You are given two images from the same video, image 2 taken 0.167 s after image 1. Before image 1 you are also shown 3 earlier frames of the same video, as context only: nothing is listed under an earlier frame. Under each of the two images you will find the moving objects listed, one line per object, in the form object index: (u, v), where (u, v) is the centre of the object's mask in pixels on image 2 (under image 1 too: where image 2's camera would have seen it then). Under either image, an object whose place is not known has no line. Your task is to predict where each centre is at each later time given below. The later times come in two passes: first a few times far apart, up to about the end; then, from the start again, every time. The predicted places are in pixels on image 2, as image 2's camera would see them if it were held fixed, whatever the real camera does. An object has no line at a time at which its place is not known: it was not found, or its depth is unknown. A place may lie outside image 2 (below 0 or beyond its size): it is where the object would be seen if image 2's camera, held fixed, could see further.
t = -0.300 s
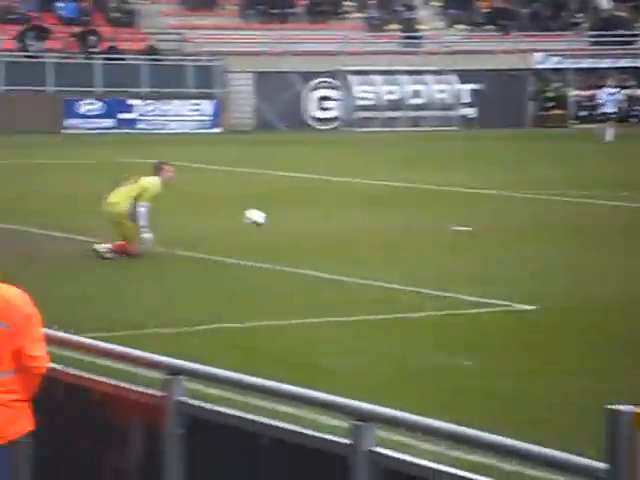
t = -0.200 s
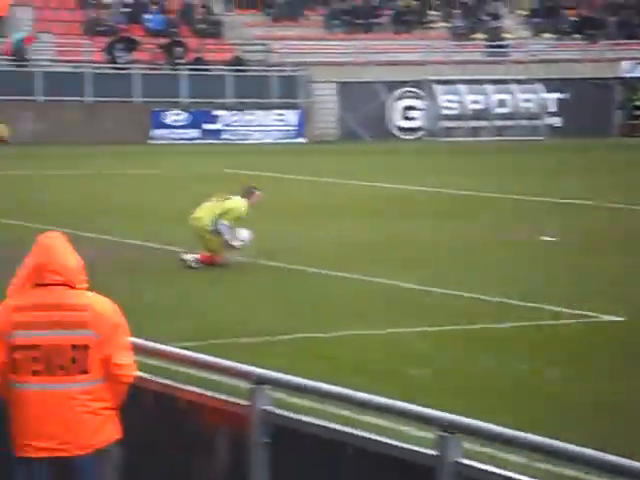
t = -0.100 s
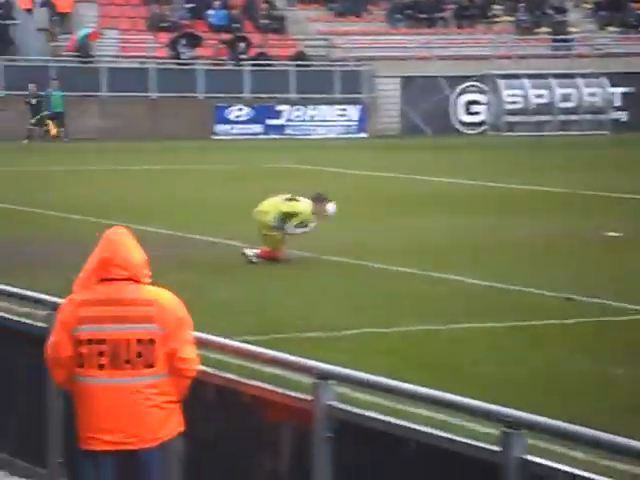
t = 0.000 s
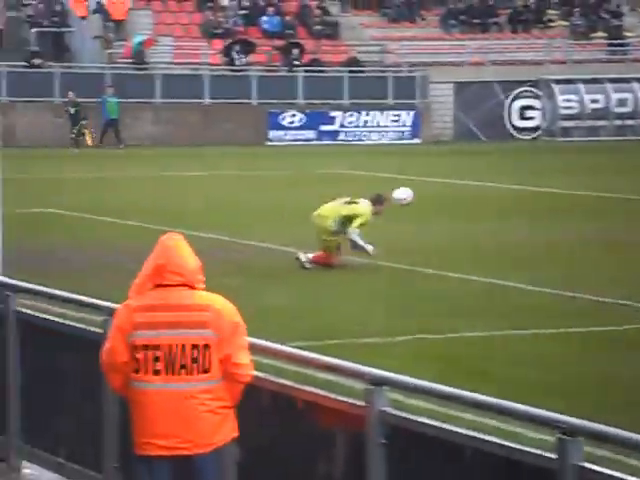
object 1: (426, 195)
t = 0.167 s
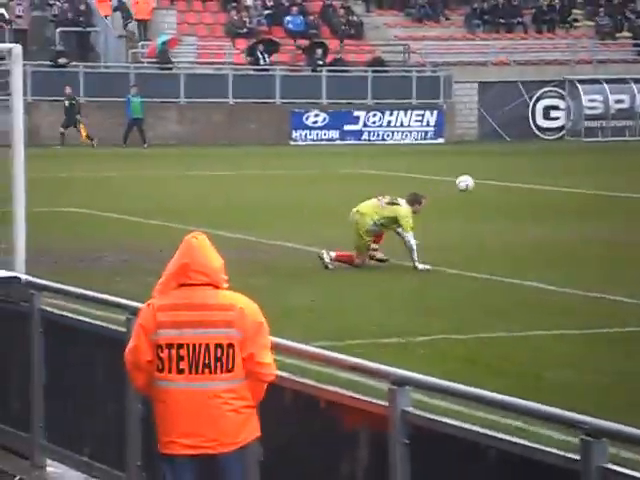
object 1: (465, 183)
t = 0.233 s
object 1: (480, 185)
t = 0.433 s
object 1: (526, 210)
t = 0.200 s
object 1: (472, 183)
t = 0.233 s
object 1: (480, 185)
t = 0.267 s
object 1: (488, 187)
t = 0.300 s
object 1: (496, 189)
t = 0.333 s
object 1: (504, 193)
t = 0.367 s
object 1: (511, 198)
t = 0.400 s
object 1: (518, 203)
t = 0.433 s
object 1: (526, 210)
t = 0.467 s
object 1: (533, 217)
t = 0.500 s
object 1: (541, 224)
